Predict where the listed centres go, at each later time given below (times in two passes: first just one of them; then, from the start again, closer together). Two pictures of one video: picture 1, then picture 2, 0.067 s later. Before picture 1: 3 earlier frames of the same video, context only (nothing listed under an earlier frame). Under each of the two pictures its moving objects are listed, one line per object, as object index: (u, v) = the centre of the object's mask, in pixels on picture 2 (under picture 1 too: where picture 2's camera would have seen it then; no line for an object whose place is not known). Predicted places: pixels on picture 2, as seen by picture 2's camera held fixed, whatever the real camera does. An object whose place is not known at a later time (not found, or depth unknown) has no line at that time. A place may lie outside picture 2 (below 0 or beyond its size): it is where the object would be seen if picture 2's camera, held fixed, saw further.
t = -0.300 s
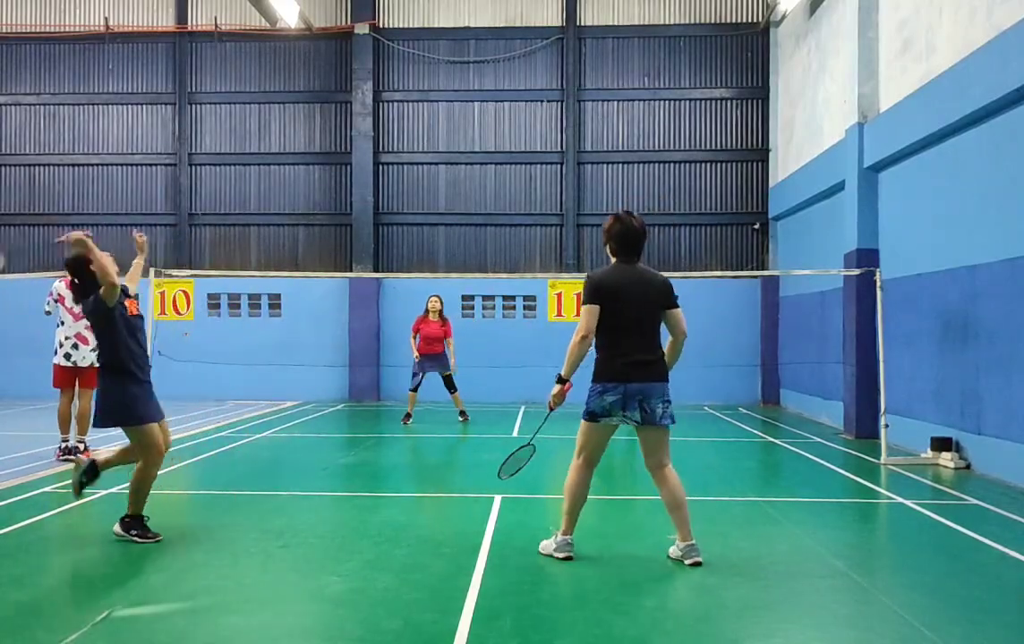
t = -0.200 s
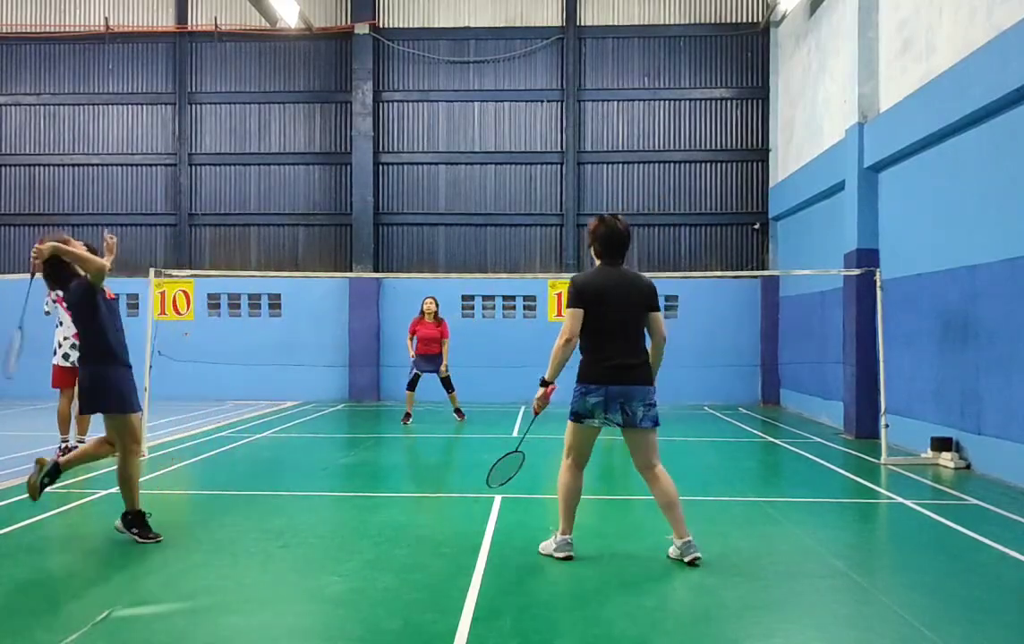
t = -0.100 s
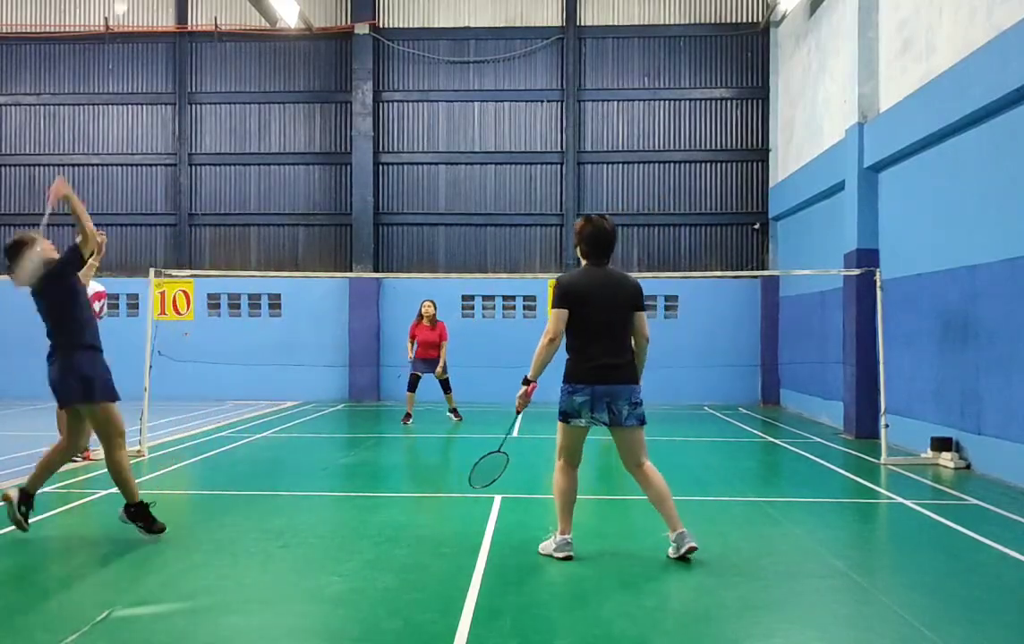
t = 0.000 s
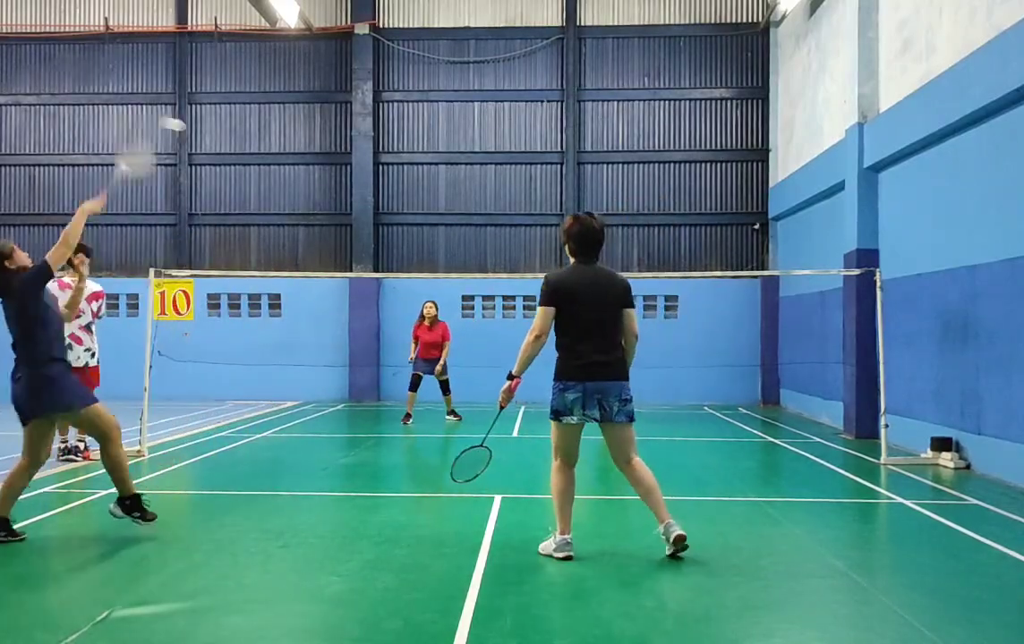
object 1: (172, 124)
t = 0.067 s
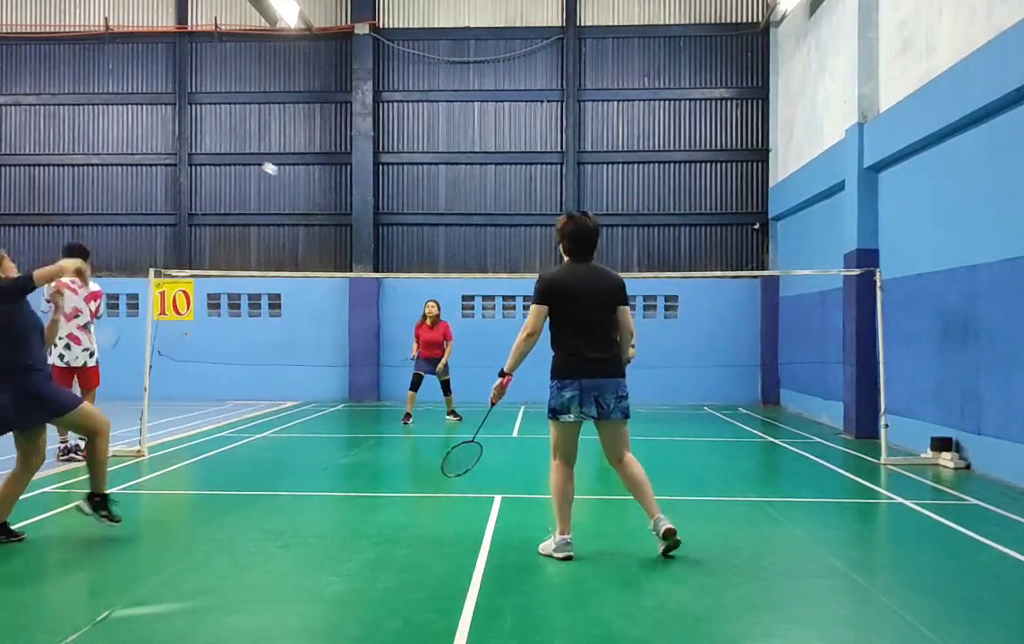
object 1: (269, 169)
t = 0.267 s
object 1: (367, 234)
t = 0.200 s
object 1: (346, 216)
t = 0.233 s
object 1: (357, 225)
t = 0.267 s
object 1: (367, 234)
